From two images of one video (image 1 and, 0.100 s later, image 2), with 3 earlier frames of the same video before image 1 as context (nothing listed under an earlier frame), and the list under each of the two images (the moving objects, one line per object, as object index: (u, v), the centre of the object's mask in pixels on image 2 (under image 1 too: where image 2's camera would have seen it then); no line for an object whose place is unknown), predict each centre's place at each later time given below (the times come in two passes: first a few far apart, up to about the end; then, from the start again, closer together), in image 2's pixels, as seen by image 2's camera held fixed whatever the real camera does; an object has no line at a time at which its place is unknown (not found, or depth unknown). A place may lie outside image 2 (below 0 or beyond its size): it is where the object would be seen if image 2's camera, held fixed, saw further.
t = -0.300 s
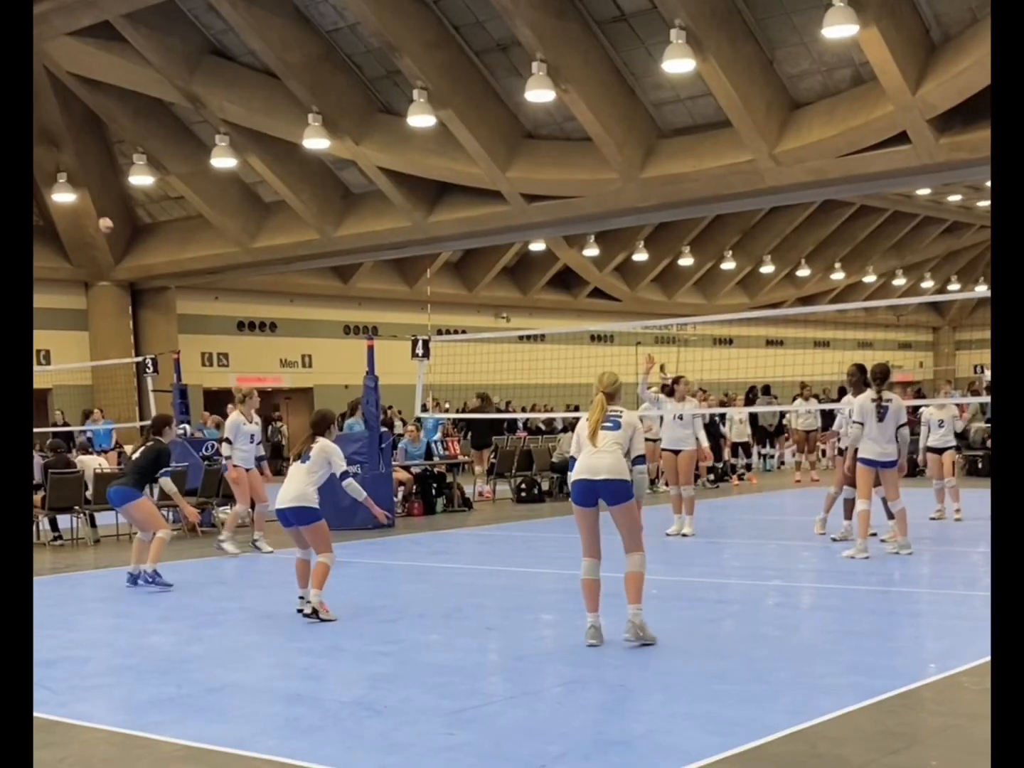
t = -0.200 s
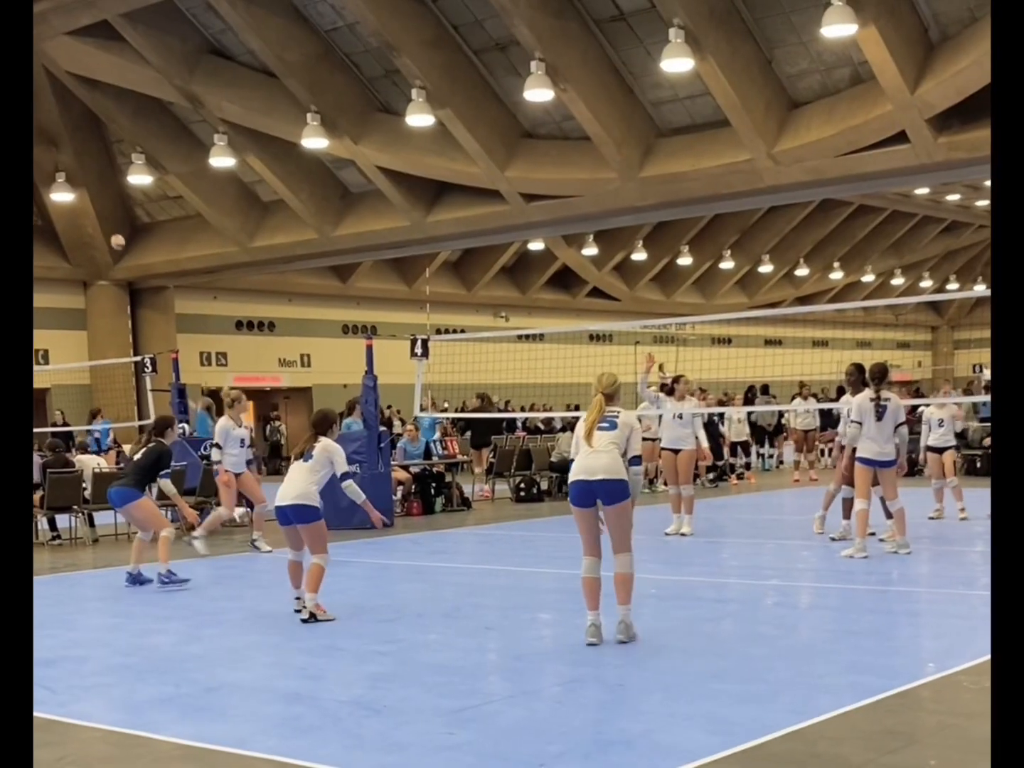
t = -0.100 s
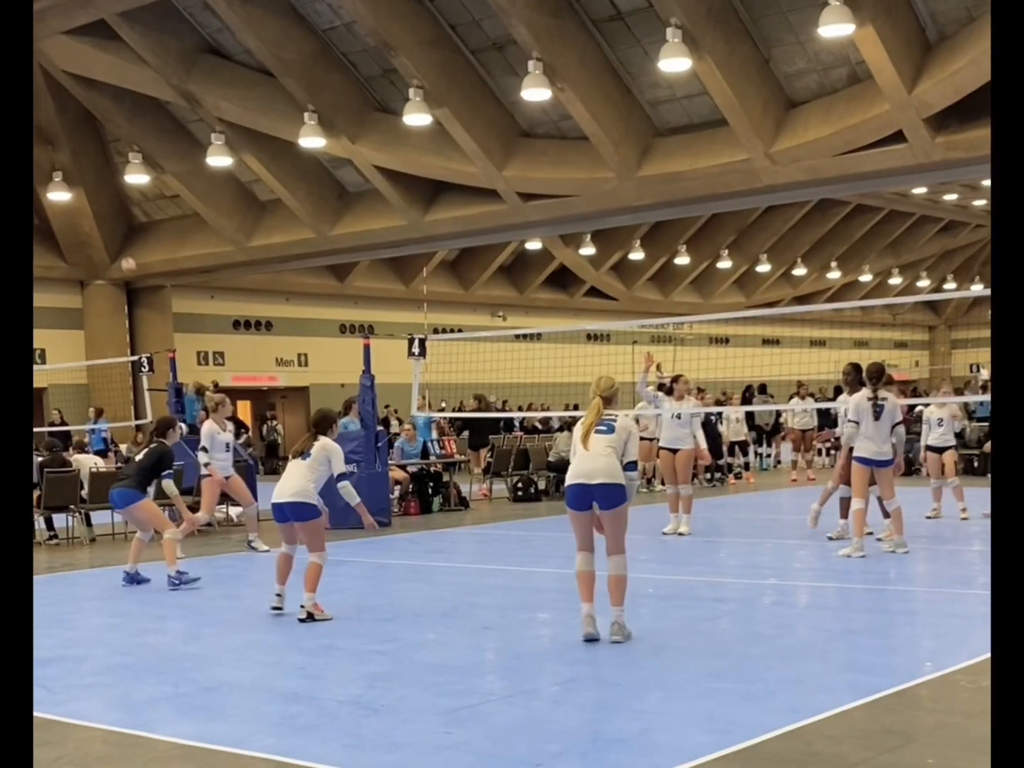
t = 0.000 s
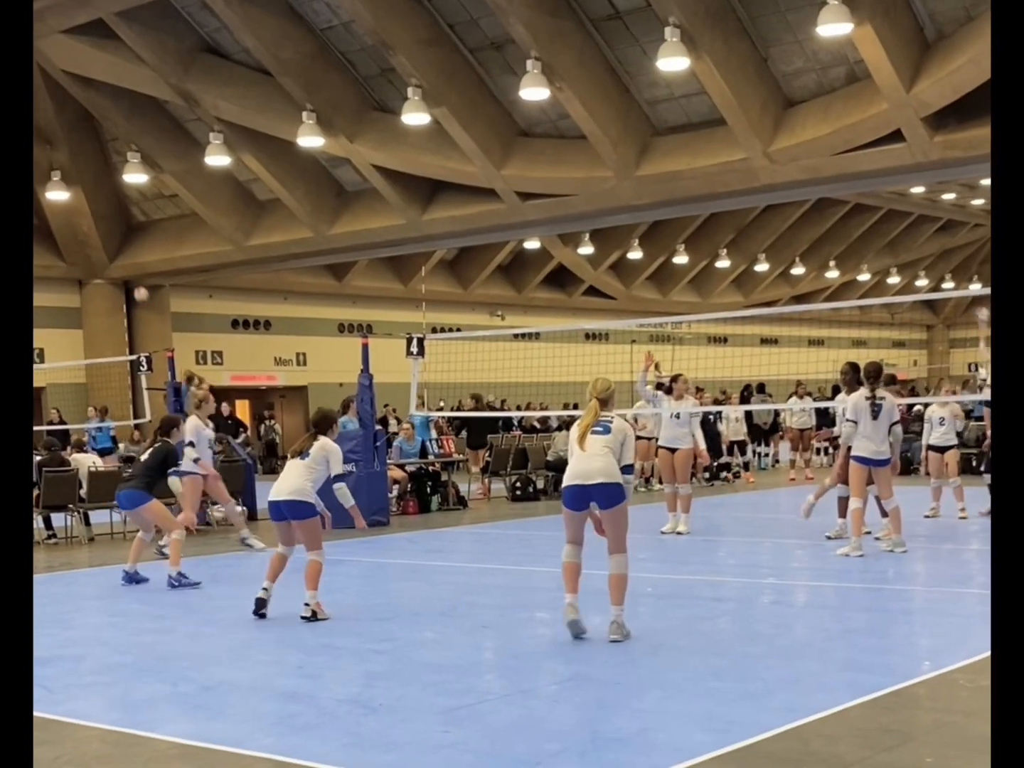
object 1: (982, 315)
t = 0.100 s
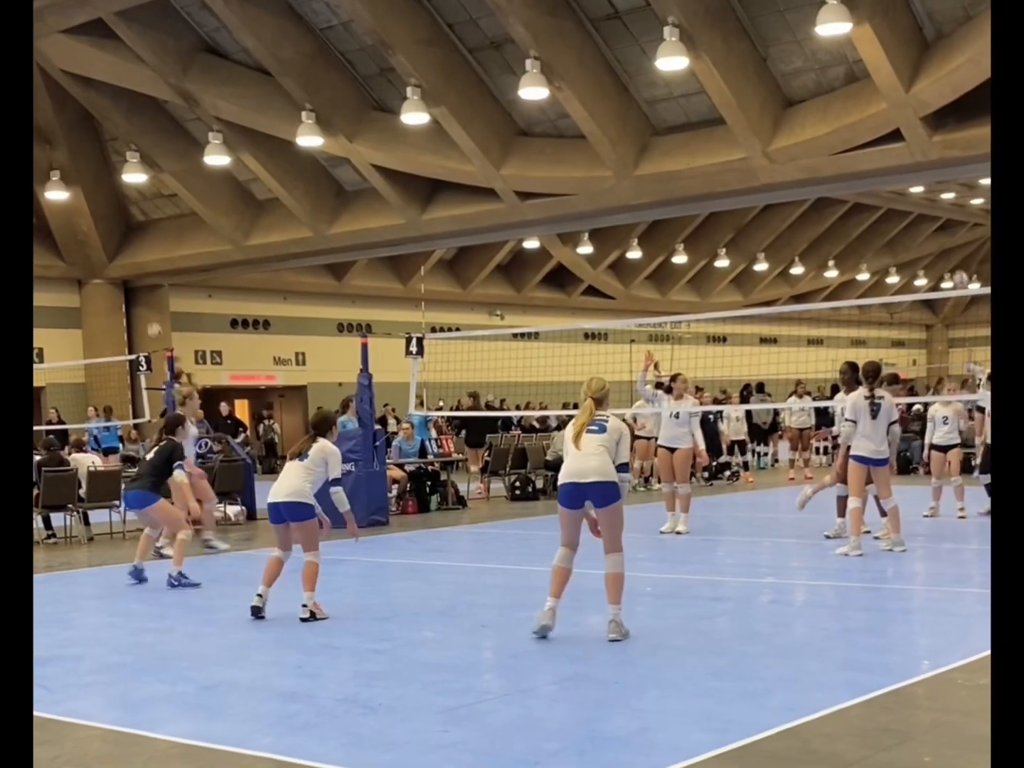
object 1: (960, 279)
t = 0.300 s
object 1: (914, 216)
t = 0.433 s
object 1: (882, 181)
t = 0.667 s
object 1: (807, 149)
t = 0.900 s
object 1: (709, 172)
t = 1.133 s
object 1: (581, 273)
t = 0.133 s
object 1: (953, 268)
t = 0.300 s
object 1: (914, 216)
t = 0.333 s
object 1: (906, 206)
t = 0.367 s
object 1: (898, 196)
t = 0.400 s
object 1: (890, 188)
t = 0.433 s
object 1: (882, 181)
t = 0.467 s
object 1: (872, 174)
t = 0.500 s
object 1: (863, 168)
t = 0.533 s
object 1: (852, 163)
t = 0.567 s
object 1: (842, 158)
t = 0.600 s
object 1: (830, 154)
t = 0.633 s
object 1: (818, 151)
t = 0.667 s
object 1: (807, 149)
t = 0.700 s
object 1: (795, 149)
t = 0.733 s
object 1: (781, 149)
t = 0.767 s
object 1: (768, 152)
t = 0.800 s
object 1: (755, 154)
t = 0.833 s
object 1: (741, 158)
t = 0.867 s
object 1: (726, 164)
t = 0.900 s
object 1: (709, 172)
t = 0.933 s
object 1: (693, 180)
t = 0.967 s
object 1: (676, 189)
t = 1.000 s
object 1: (659, 201)
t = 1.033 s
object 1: (640, 216)
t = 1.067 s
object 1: (621, 231)
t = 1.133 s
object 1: (581, 273)
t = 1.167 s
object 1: (561, 296)
